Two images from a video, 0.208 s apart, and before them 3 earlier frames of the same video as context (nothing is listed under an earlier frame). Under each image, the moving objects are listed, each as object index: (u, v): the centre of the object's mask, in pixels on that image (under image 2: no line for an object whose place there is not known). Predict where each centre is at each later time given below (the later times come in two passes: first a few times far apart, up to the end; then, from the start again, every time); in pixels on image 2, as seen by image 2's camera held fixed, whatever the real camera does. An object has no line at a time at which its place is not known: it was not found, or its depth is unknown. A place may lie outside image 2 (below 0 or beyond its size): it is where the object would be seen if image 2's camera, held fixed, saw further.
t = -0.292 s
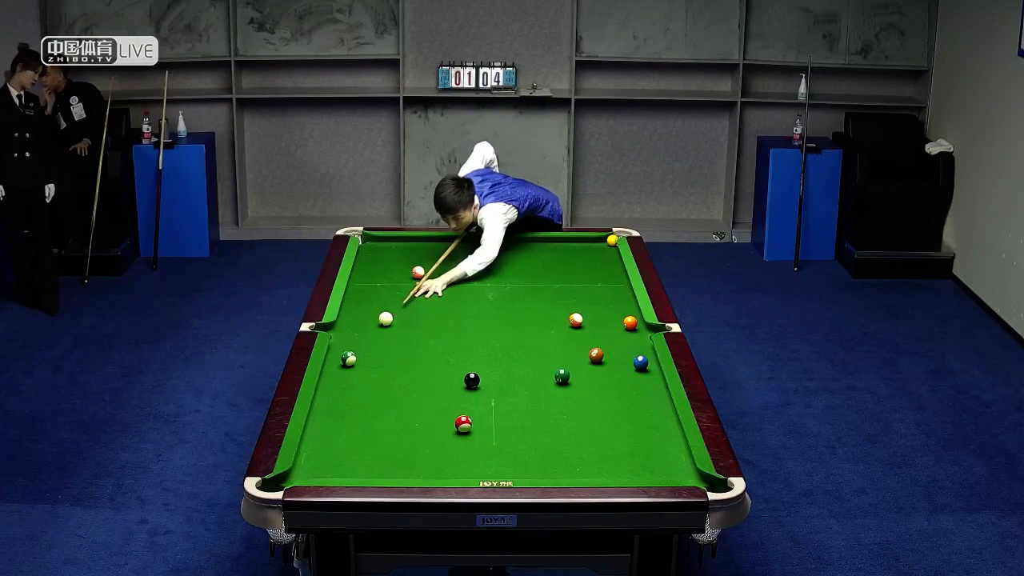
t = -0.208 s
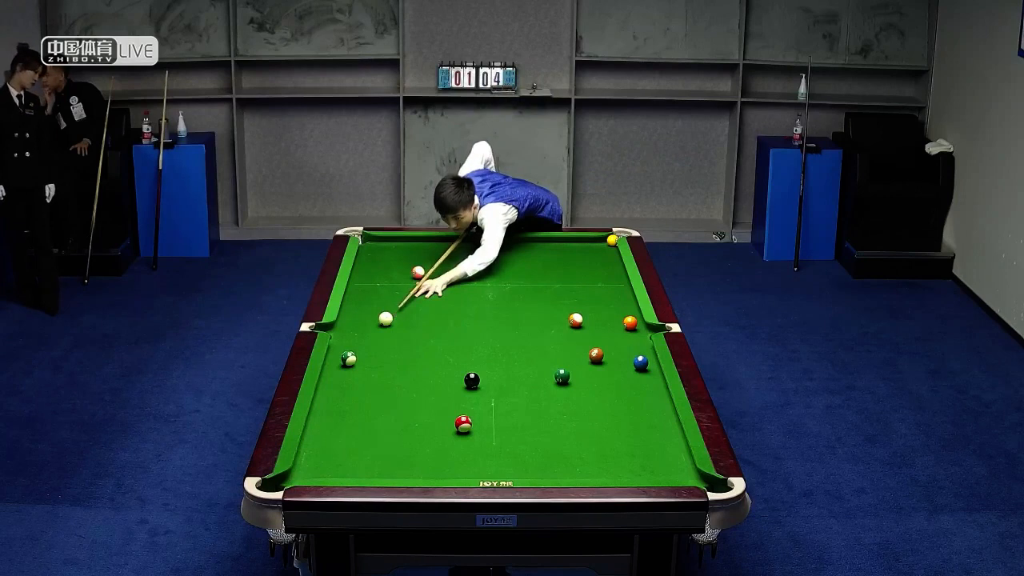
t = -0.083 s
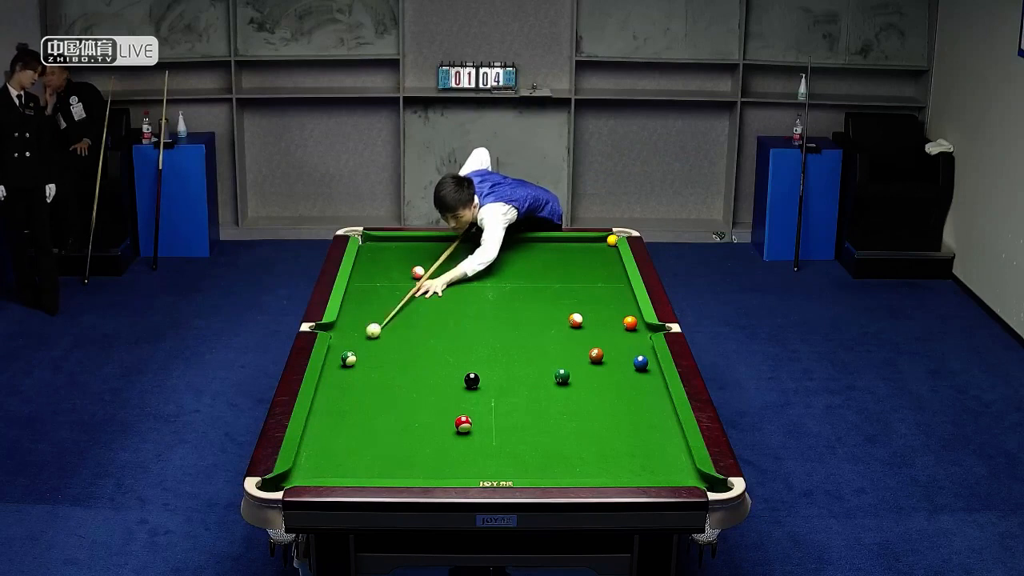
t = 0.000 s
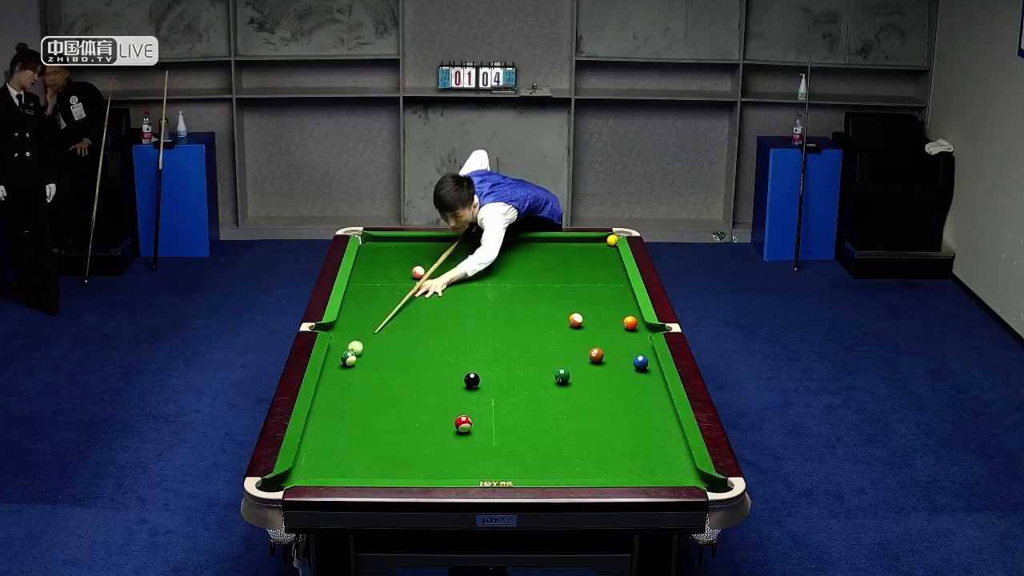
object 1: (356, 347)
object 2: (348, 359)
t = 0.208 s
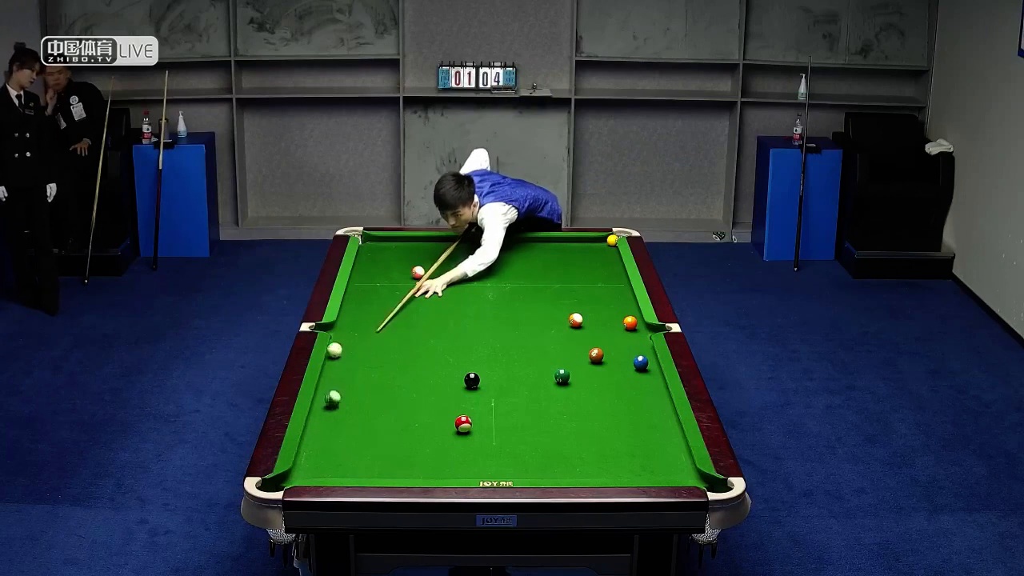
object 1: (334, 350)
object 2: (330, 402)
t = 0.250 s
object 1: (337, 349)
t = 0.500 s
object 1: (347, 342)
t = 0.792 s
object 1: (360, 335)
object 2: (302, 476)
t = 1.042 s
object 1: (368, 329)
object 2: (306, 471)
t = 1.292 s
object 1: (375, 325)
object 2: (310, 466)
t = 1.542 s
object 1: (381, 321)
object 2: (312, 461)
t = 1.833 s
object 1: (389, 316)
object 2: (315, 456)
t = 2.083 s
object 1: (393, 313)
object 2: (317, 452)
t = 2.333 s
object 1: (397, 311)
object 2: (318, 449)
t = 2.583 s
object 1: (400, 309)
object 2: (319, 446)
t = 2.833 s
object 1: (403, 307)
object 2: (319, 445)
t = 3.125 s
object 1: (405, 307)
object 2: (320, 444)
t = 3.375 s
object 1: (406, 306)
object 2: (320, 444)
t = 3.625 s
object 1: (406, 306)
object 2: (320, 444)
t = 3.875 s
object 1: (406, 306)
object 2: (320, 444)
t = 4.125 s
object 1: (406, 306)
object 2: (320, 444)
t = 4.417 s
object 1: (406, 306)
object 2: (320, 444)
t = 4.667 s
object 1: (406, 306)
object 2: (320, 444)
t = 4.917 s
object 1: (406, 306)
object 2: (320, 445)
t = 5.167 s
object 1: (406, 306)
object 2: (320, 445)
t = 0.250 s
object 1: (337, 349)
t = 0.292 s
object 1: (338, 347)
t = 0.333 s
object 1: (340, 346)
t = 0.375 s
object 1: (342, 345)
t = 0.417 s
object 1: (344, 344)
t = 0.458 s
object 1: (346, 343)
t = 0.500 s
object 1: (347, 342)
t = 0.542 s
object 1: (349, 341)
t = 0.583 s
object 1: (351, 340)
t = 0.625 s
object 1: (352, 339)
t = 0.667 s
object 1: (354, 338)
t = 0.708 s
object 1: (355, 337)
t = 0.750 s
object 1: (357, 336)
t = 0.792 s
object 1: (360, 335)
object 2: (302, 476)
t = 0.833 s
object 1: (361, 333)
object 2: (302, 475)
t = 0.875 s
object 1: (363, 333)
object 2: (303, 474)
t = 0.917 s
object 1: (364, 332)
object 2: (304, 474)
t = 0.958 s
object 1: (365, 331)
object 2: (305, 473)
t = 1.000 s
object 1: (367, 330)
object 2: (305, 472)
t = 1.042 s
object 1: (368, 329)
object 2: (306, 471)
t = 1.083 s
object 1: (369, 329)
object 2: (307, 470)
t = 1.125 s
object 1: (371, 328)
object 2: (308, 470)
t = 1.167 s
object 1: (372, 327)
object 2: (309, 469)
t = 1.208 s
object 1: (373, 326)
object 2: (309, 468)
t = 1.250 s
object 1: (374, 326)
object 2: (309, 468)
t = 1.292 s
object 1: (375, 325)
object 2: (310, 466)
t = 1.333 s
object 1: (376, 324)
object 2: (310, 465)
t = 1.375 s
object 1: (377, 323)
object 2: (311, 464)
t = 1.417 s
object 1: (379, 323)
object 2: (311, 464)
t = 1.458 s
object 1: (379, 322)
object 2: (311, 463)
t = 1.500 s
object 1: (381, 321)
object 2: (312, 462)
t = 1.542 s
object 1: (381, 321)
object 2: (312, 461)
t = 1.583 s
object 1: (382, 320)
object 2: (312, 460)
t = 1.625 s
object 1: (383, 319)
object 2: (313, 459)
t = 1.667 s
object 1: (384, 319)
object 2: (313, 458)
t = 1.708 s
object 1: (385, 318)
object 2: (313, 458)
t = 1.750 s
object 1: (386, 318)
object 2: (314, 457)
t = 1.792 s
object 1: (388, 317)
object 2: (314, 456)
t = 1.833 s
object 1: (389, 316)
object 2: (315, 456)
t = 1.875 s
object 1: (390, 316)
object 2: (315, 455)
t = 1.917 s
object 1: (390, 315)
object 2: (315, 454)
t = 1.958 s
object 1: (391, 314)
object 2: (316, 453)
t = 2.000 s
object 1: (392, 314)
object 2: (316, 453)
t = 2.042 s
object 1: (393, 314)
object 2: (316, 452)
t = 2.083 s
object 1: (393, 313)
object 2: (317, 452)
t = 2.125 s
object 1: (394, 313)
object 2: (317, 451)
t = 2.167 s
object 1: (394, 312)
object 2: (317, 451)
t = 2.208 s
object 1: (395, 312)
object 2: (318, 450)
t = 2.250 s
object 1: (396, 312)
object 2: (318, 450)
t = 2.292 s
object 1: (396, 311)
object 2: (318, 449)
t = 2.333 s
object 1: (397, 311)
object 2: (318, 449)
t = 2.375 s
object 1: (397, 311)
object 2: (318, 448)
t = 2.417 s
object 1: (398, 310)
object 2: (318, 448)
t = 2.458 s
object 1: (399, 310)
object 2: (318, 448)
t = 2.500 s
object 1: (399, 310)
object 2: (319, 447)
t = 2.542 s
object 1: (400, 309)
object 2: (319, 447)
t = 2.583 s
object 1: (400, 309)
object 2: (319, 446)
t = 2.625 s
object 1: (401, 309)
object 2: (319, 446)
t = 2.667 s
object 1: (401, 309)
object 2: (319, 446)
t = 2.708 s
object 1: (402, 308)
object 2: (319, 445)
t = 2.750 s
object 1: (402, 308)
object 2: (319, 445)
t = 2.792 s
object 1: (403, 308)
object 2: (319, 445)
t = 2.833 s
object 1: (403, 307)
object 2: (319, 445)
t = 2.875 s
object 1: (404, 307)
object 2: (320, 445)
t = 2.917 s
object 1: (404, 307)
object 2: (320, 444)
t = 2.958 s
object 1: (404, 307)
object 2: (320, 444)
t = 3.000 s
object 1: (405, 307)
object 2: (320, 444)
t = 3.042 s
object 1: (405, 307)
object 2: (320, 444)
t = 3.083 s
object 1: (405, 307)
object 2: (320, 444)
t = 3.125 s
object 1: (405, 307)
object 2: (320, 444)
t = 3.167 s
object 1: (405, 306)
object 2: (320, 444)
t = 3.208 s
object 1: (406, 306)
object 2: (320, 444)
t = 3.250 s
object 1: (406, 306)
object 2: (320, 444)
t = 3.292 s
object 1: (406, 306)
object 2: (320, 444)
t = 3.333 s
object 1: (406, 306)
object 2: (320, 444)
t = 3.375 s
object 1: (406, 306)
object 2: (320, 444)
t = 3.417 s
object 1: (406, 306)
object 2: (320, 444)
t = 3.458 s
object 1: (406, 306)
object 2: (320, 444)
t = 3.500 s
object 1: (406, 306)
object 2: (320, 444)
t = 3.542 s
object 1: (406, 306)
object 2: (320, 444)
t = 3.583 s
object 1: (406, 306)
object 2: (320, 444)
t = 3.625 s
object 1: (406, 306)
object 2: (320, 444)
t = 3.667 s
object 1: (406, 306)
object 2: (320, 444)
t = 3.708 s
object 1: (406, 306)
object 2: (320, 444)
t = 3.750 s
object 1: (406, 306)
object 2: (320, 444)
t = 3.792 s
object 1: (406, 306)
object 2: (320, 444)
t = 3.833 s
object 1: (406, 306)
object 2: (320, 444)
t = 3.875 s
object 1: (406, 306)
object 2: (320, 444)
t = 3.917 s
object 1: (406, 306)
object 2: (320, 444)
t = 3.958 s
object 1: (406, 306)
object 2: (320, 444)
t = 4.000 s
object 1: (406, 306)
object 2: (320, 444)
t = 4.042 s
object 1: (406, 306)
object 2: (320, 444)
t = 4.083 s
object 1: (406, 306)
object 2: (320, 444)
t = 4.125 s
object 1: (406, 306)
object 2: (320, 444)
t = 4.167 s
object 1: (406, 306)
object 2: (320, 444)
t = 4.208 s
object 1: (406, 306)
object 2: (320, 444)
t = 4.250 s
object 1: (406, 306)
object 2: (320, 444)
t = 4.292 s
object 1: (406, 306)
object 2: (320, 444)
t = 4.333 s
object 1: (406, 306)
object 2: (320, 444)
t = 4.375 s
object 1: (406, 306)
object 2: (320, 444)
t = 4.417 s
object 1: (406, 306)
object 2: (320, 444)
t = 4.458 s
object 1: (406, 306)
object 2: (320, 444)
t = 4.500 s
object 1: (406, 306)
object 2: (320, 444)
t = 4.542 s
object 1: (406, 306)
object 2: (320, 444)
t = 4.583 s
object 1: (406, 306)
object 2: (320, 444)
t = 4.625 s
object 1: (406, 306)
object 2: (320, 444)
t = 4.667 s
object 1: (406, 306)
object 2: (320, 444)
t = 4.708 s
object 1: (406, 306)
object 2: (320, 444)
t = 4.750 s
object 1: (406, 306)
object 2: (320, 444)
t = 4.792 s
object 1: (406, 306)
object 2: (320, 445)
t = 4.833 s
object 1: (406, 306)
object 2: (320, 445)
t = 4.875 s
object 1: (406, 306)
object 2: (320, 445)
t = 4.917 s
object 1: (406, 306)
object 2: (320, 445)
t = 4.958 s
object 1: (406, 306)
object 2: (320, 445)
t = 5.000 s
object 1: (406, 306)
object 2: (320, 445)
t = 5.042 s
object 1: (406, 306)
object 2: (320, 445)
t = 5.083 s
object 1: (406, 306)
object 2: (320, 445)
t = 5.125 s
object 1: (406, 306)
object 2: (320, 445)
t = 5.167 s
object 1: (406, 306)
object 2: (320, 445)
